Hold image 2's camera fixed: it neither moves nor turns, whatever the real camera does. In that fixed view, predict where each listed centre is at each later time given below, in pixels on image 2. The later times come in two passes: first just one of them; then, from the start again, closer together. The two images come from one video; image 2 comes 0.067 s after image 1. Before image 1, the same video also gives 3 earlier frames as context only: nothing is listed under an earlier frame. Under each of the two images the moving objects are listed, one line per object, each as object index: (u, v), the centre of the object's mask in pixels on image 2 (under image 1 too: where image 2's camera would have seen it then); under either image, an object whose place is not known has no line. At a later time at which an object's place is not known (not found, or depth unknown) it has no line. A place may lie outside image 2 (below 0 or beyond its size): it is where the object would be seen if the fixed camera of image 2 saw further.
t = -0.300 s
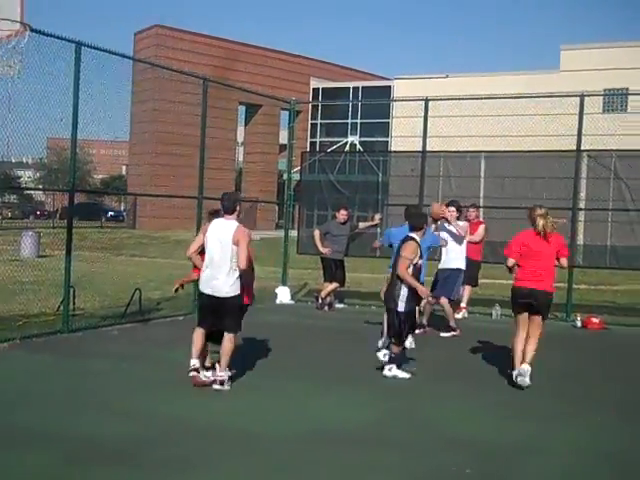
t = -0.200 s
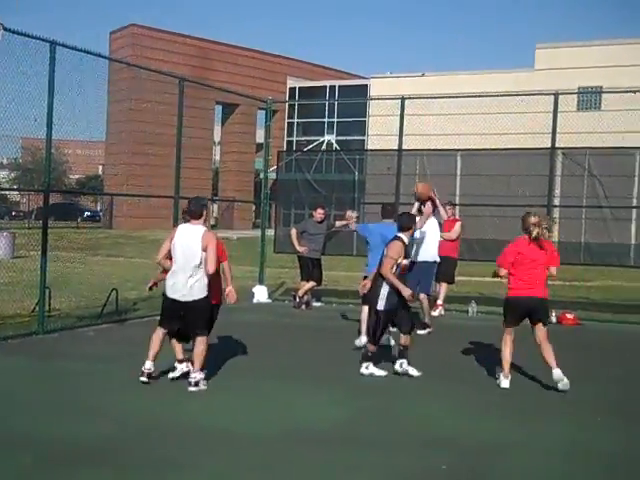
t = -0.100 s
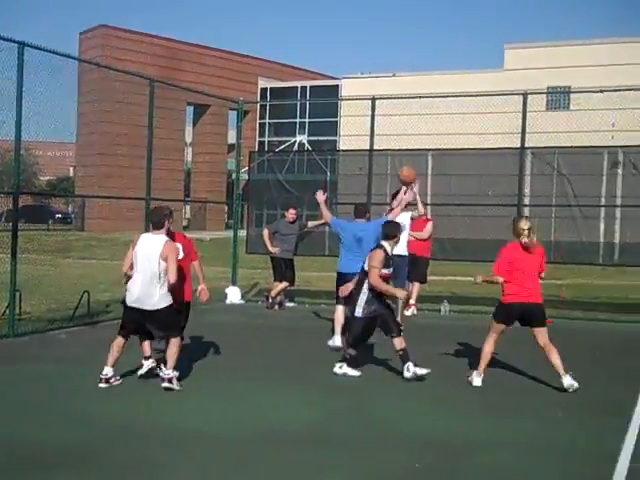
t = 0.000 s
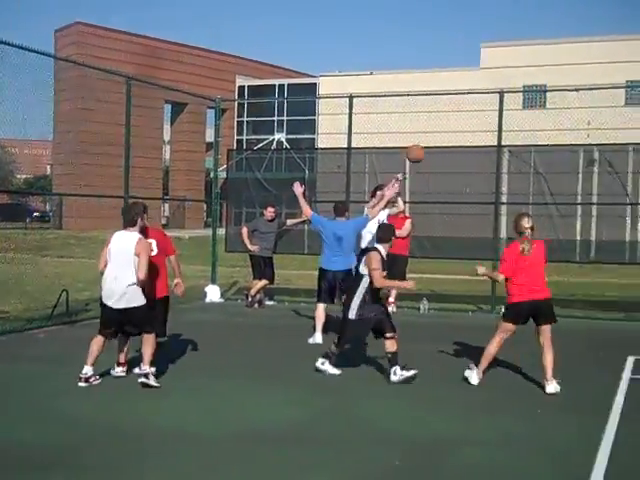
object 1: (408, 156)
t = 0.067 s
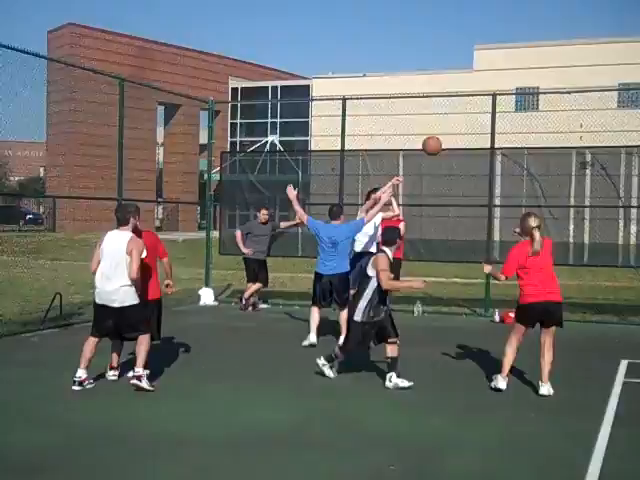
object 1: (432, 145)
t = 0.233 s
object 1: (499, 133)
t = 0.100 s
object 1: (444, 141)
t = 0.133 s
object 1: (457, 137)
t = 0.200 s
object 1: (484, 134)
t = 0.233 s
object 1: (499, 133)
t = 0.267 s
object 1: (514, 134)
